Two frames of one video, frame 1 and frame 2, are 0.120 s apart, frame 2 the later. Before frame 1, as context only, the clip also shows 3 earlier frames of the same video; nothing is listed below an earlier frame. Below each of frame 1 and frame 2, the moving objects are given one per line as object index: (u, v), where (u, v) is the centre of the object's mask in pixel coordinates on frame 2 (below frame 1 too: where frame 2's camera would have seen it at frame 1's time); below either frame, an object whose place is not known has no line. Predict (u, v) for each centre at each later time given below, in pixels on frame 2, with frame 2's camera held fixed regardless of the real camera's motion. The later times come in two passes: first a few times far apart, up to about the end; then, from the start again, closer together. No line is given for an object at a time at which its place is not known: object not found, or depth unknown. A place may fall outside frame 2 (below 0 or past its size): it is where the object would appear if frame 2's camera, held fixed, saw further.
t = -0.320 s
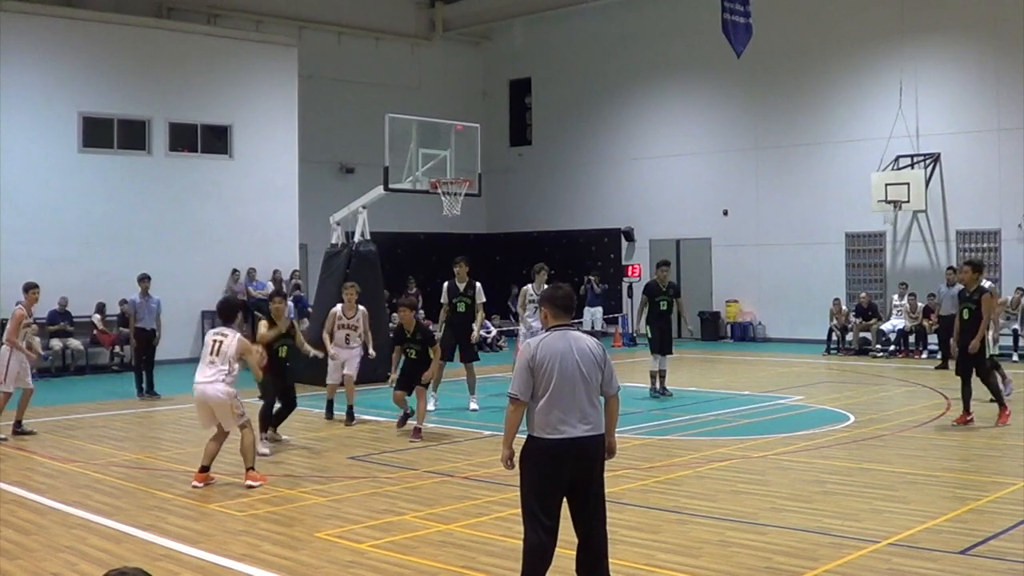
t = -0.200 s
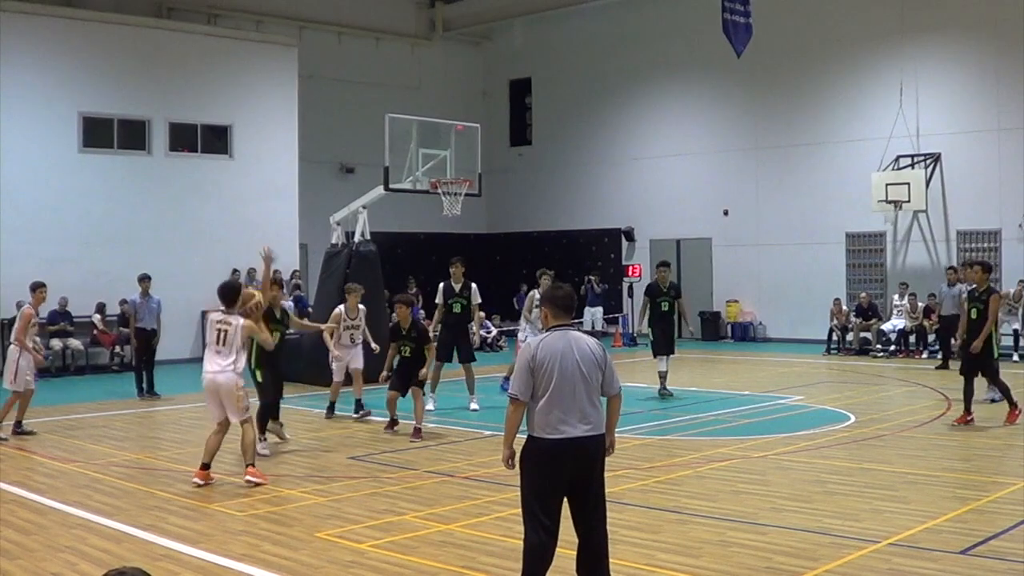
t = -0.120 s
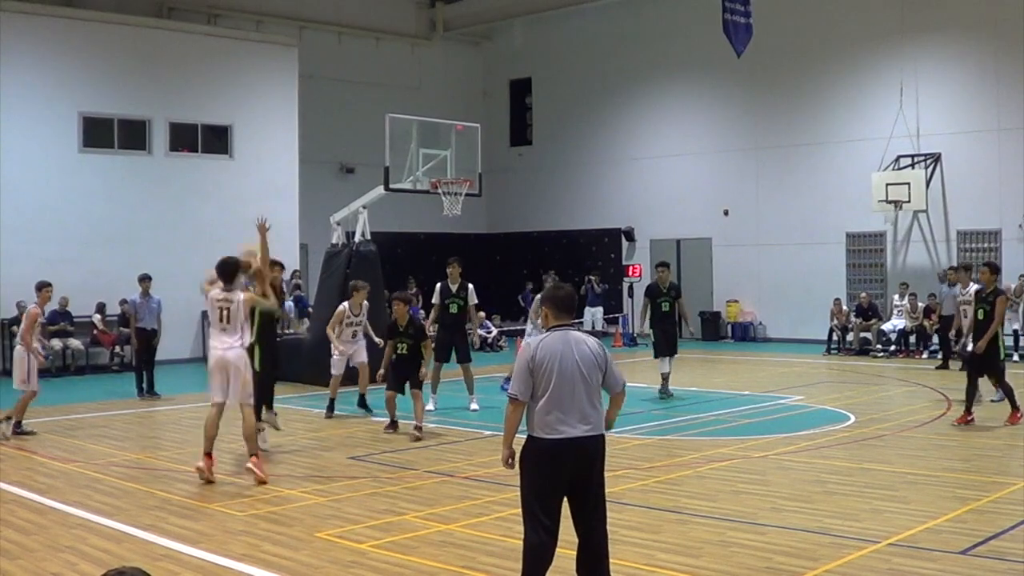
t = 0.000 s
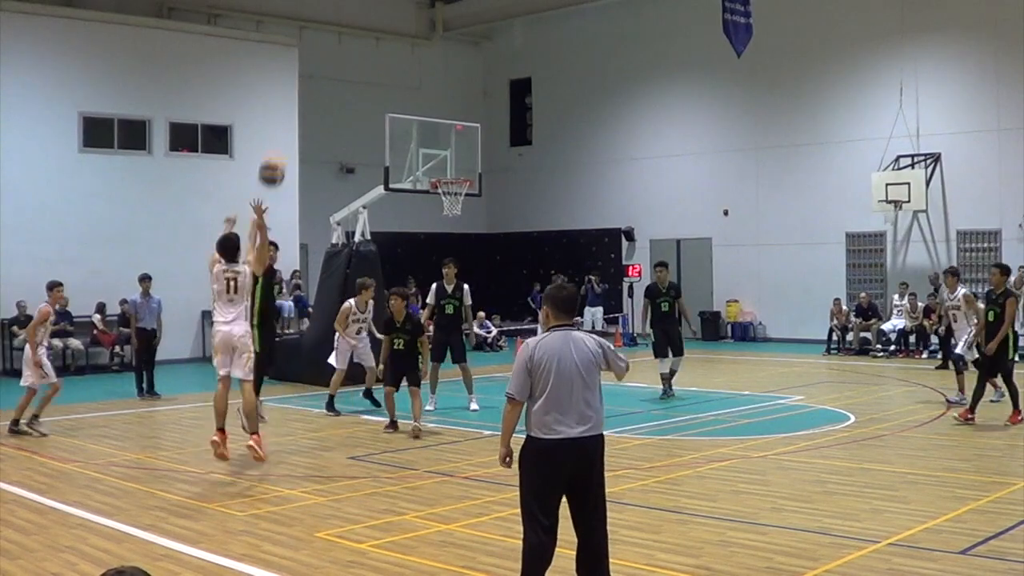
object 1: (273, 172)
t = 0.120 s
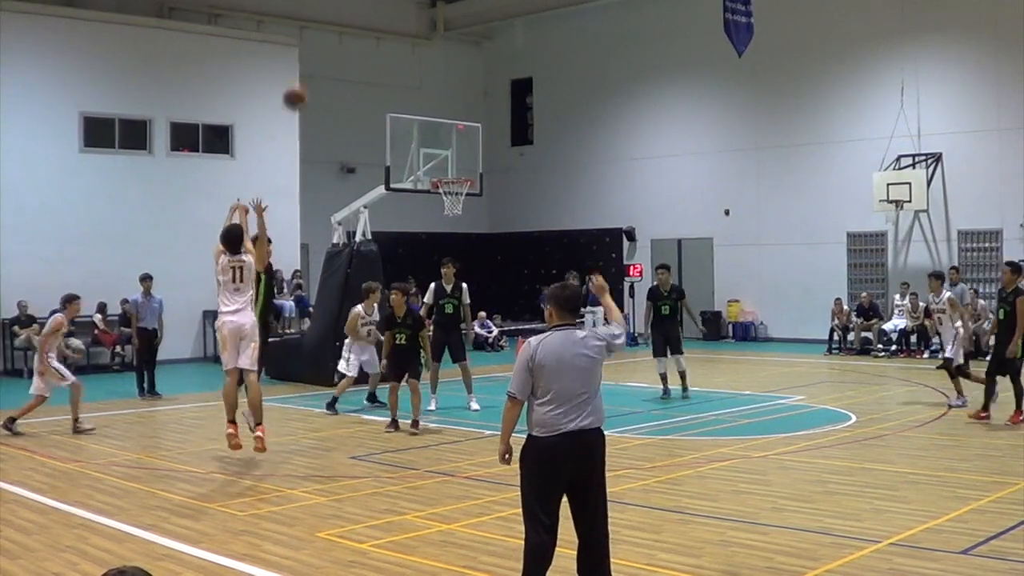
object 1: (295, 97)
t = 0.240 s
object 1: (315, 42)
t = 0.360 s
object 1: (333, 7)
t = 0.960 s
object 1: (411, 22)
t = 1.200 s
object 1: (434, 98)
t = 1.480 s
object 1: (456, 187)
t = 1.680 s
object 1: (460, 196)
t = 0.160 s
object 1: (302, 77)
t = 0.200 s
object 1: (309, 58)
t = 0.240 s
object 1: (315, 42)
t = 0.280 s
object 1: (322, 27)
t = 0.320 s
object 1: (328, 15)
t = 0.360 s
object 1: (333, 7)
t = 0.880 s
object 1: (401, 7)
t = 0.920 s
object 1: (406, 13)
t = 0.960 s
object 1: (411, 22)
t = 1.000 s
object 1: (415, 32)
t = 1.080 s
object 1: (422, 56)
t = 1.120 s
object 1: (426, 68)
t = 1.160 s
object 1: (429, 83)
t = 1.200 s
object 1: (434, 98)
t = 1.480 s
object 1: (456, 187)
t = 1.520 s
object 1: (460, 197)
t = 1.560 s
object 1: (460, 193)
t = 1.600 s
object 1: (460, 192)
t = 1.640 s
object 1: (460, 193)
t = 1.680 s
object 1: (460, 196)
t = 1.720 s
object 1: (460, 197)
